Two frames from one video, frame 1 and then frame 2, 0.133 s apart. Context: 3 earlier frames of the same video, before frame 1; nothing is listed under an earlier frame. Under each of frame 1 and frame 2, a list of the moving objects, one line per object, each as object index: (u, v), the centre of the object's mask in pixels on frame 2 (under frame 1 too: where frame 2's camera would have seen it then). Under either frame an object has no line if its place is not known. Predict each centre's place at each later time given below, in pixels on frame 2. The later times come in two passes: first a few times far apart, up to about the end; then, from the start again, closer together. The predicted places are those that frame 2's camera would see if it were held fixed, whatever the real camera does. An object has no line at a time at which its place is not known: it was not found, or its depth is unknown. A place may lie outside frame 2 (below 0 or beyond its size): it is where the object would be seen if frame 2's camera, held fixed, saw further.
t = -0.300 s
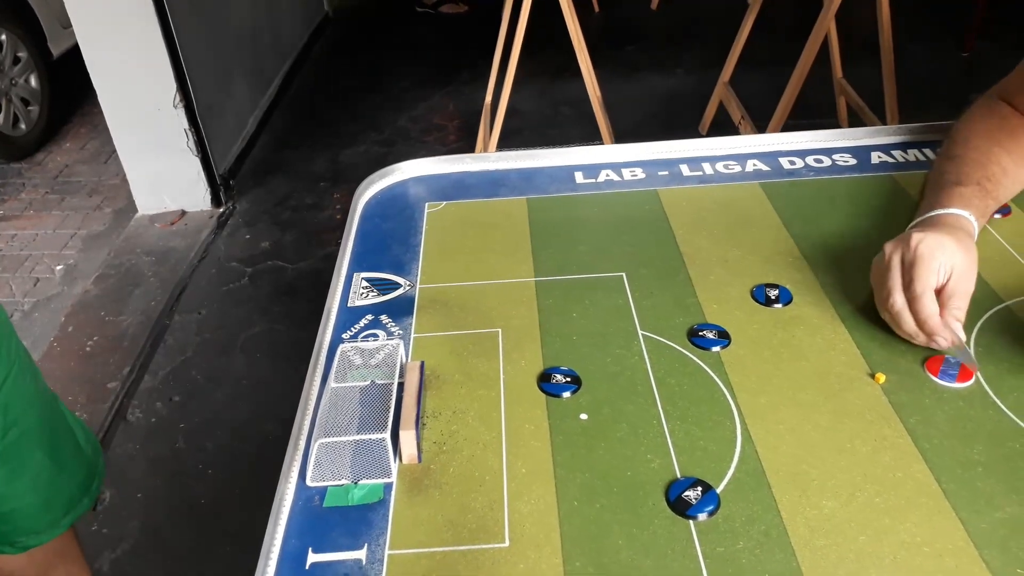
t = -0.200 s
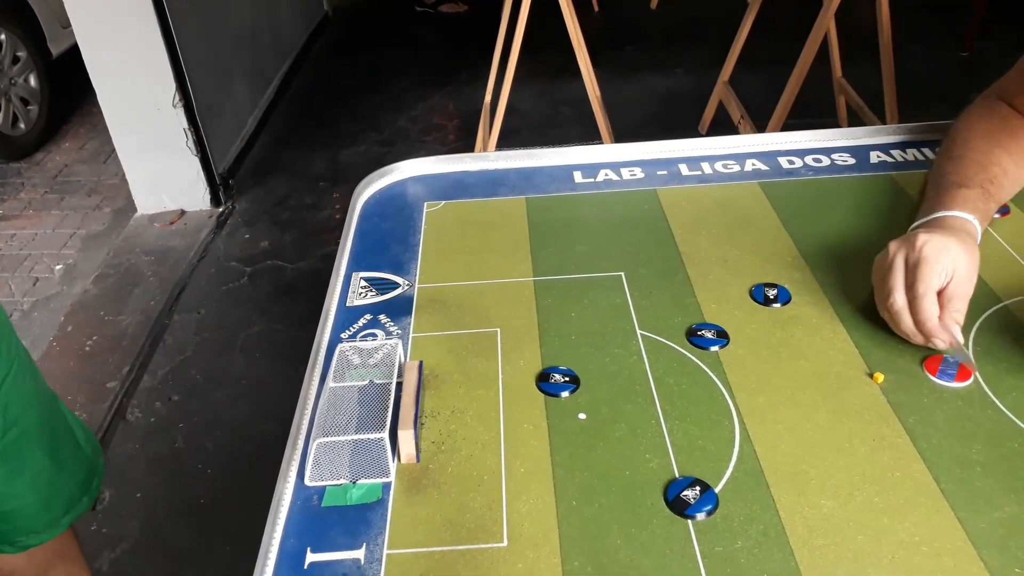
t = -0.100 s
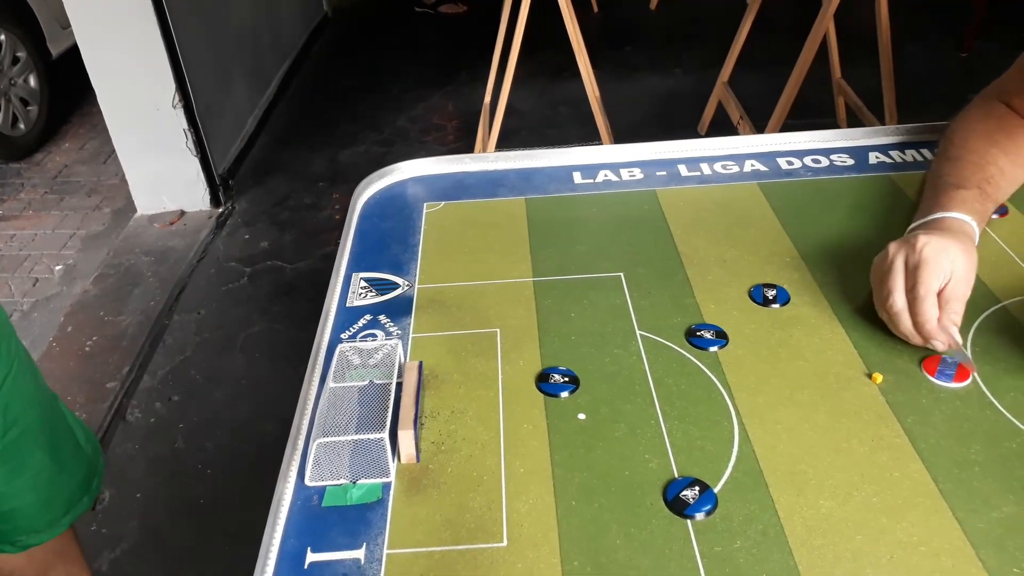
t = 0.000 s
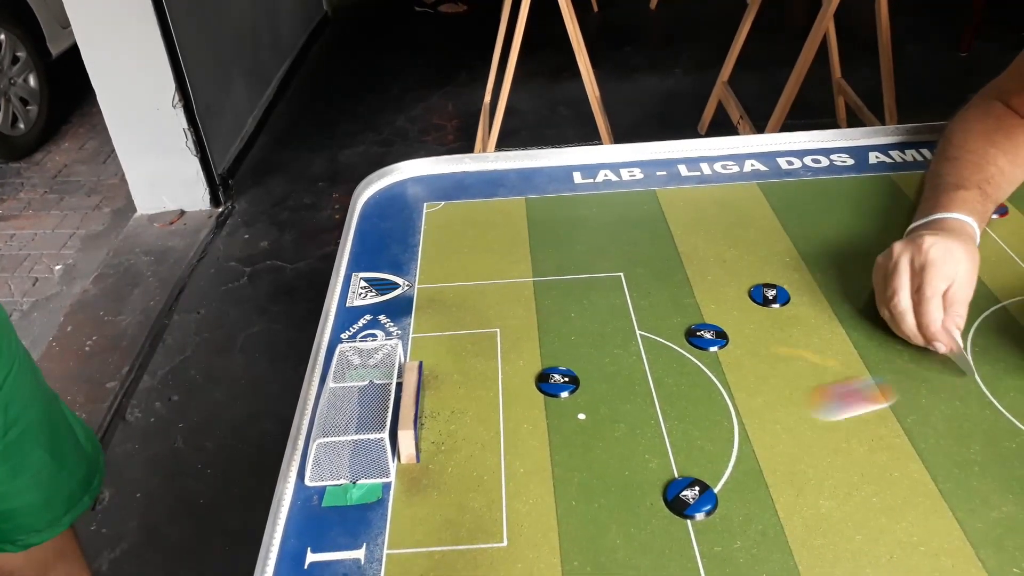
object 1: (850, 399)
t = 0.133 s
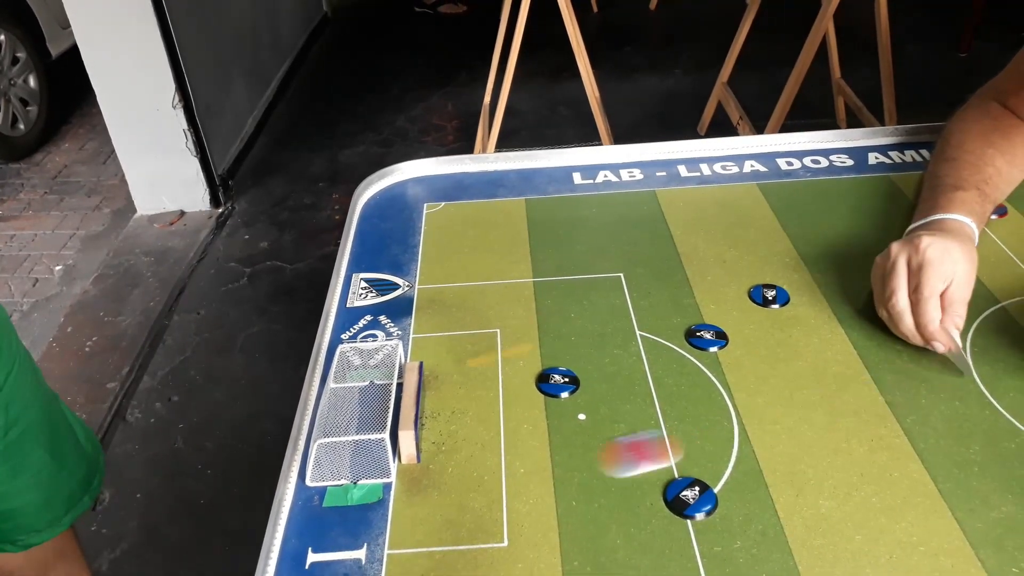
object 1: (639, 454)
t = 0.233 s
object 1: (510, 487)
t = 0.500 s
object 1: (348, 537)
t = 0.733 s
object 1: (348, 536)
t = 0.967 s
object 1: (348, 538)
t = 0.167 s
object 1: (593, 465)
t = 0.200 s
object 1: (551, 476)
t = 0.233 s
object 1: (510, 487)
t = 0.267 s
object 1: (473, 496)
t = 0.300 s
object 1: (442, 504)
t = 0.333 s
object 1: (415, 512)
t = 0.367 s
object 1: (388, 519)
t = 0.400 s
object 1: (370, 527)
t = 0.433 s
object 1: (359, 530)
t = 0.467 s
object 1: (353, 534)
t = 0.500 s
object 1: (348, 537)
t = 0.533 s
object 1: (348, 538)
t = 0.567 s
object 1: (348, 537)
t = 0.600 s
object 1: (348, 537)
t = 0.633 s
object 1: (348, 537)
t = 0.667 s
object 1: (348, 537)
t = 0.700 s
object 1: (348, 537)
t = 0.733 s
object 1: (348, 536)
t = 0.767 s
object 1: (348, 537)
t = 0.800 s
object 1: (348, 537)
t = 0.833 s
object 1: (348, 537)
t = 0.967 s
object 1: (348, 538)
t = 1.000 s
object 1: (348, 538)
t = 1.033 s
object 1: (348, 537)
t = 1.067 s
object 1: (348, 537)
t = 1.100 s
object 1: (349, 537)
